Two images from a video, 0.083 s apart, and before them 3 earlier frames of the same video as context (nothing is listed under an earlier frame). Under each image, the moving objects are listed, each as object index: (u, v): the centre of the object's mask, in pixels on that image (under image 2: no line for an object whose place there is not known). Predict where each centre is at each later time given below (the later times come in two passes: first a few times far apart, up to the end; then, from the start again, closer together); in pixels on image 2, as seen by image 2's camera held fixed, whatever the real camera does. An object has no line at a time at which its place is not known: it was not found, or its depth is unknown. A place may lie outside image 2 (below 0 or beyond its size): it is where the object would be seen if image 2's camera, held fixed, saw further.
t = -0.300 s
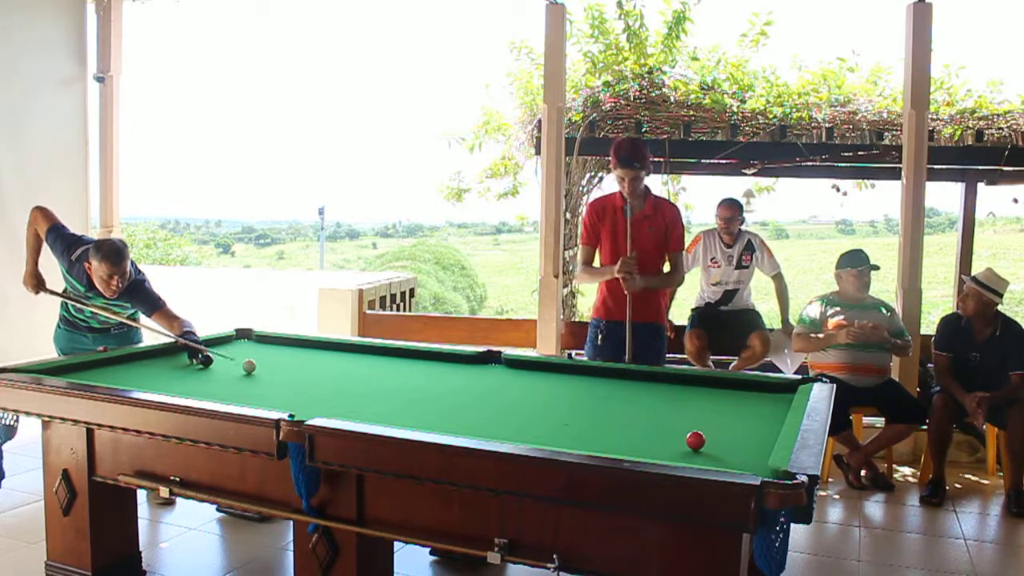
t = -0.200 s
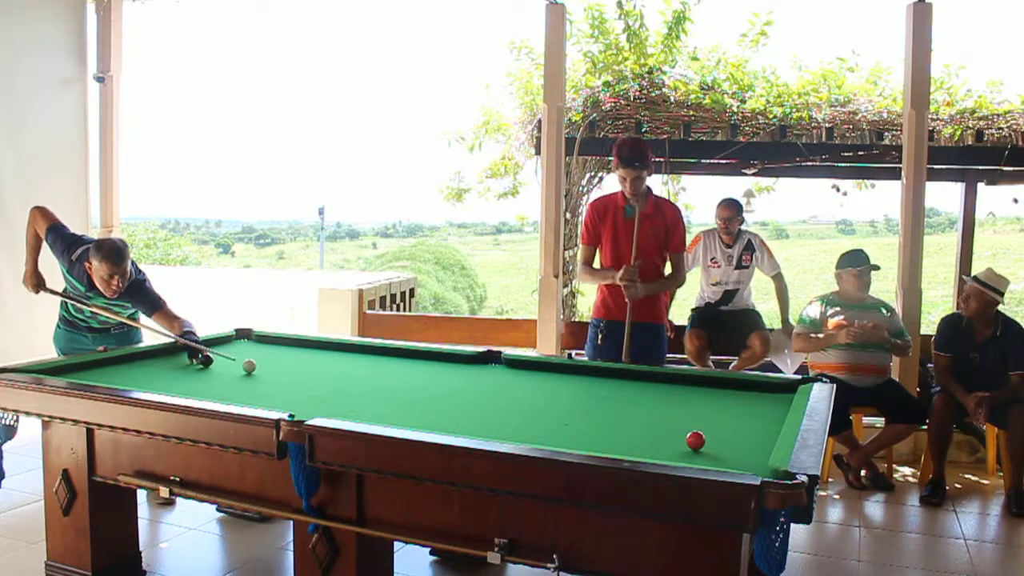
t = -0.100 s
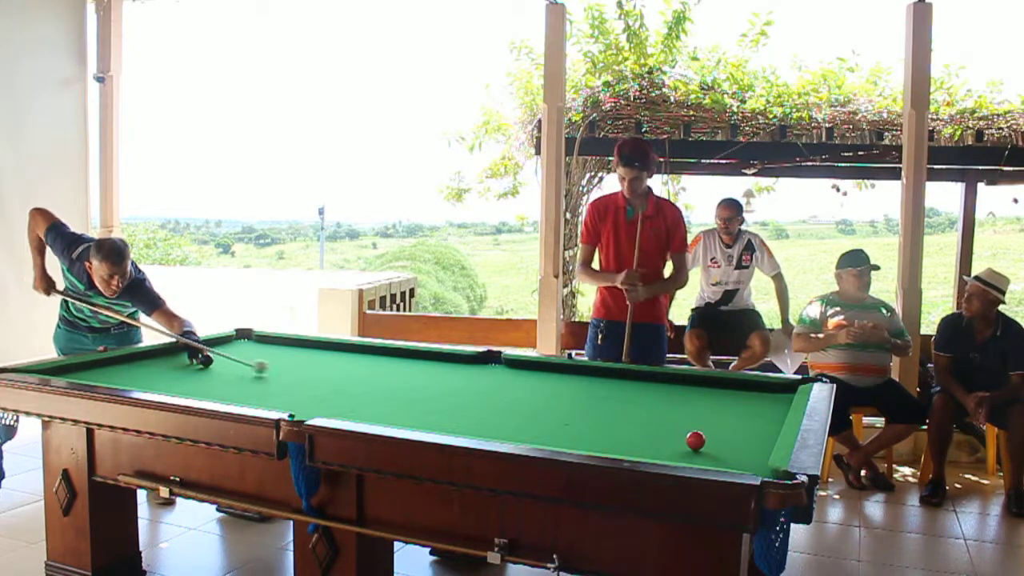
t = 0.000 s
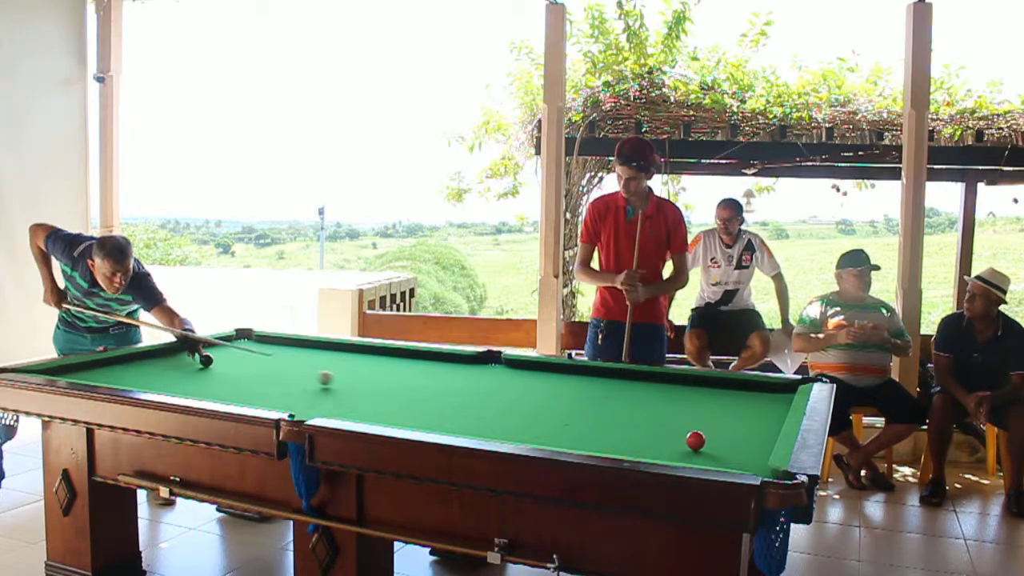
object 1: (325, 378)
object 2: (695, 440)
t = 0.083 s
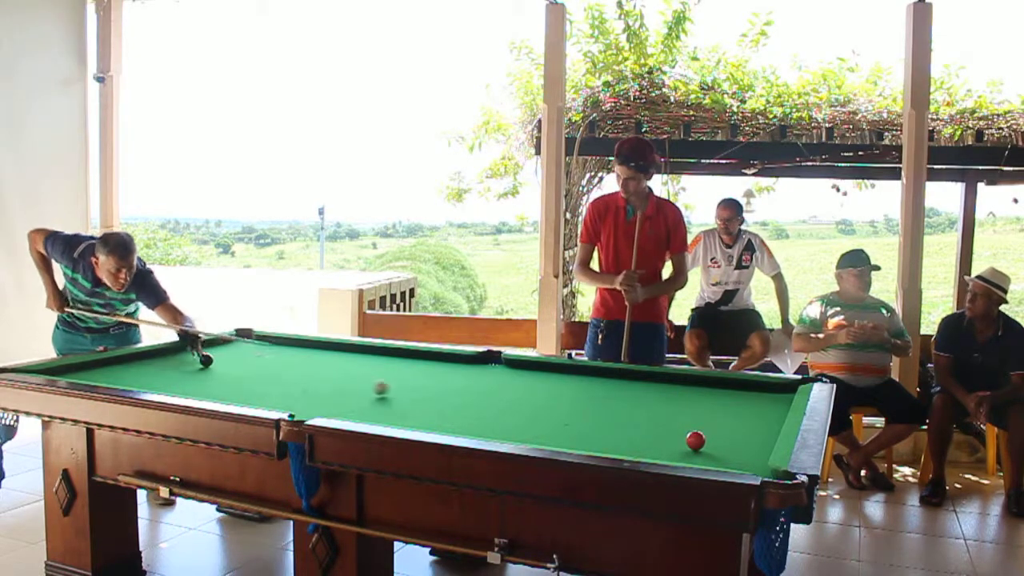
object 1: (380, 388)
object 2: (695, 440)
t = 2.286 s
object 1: (438, 356)
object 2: (661, 438)
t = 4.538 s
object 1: (187, 346)
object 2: (643, 431)
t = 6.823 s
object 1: (220, 352)
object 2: (643, 431)
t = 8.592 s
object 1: (220, 352)
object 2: (643, 431)
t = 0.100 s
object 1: (393, 390)
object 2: (695, 440)
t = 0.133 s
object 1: (416, 393)
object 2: (695, 440)
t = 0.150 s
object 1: (427, 395)
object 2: (695, 440)
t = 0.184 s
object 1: (451, 399)
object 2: (695, 440)
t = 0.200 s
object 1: (463, 401)
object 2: (695, 440)
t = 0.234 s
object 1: (485, 405)
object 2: (695, 440)
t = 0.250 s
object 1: (496, 406)
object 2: (695, 440)
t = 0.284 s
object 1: (520, 410)
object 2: (695, 440)
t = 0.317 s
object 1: (545, 414)
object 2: (695, 440)
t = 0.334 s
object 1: (557, 416)
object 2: (695, 440)
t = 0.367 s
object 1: (583, 420)
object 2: (695, 440)
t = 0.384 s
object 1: (597, 422)
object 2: (695, 440)
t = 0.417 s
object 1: (624, 426)
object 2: (695, 440)
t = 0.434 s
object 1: (637, 428)
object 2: (695, 440)
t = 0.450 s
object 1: (650, 430)
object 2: (695, 440)
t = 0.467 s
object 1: (666, 432)
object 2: (695, 440)
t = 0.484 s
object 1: (678, 434)
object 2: (695, 440)
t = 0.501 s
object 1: (687, 432)
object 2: (698, 441)
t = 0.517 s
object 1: (697, 432)
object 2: (704, 444)
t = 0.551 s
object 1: (715, 432)
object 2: (717, 449)
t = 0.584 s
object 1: (732, 433)
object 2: (730, 454)
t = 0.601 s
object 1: (740, 434)
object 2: (735, 457)
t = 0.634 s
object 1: (759, 433)
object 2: (747, 461)
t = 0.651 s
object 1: (767, 432)
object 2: (753, 464)
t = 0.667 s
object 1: (770, 432)
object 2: (758, 466)
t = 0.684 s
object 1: (764, 430)
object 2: (756, 467)
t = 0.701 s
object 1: (757, 429)
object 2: (754, 467)
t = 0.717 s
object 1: (750, 428)
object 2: (752, 468)
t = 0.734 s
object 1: (744, 427)
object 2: (750, 468)
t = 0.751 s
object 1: (739, 425)
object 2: (750, 468)
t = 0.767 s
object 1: (733, 424)
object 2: (752, 468)
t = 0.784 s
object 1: (729, 423)
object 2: (754, 468)
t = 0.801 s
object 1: (724, 422)
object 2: (755, 468)
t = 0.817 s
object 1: (719, 421)
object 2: (757, 468)
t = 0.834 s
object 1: (714, 420)
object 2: (758, 467)
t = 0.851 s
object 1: (709, 419)
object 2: (758, 467)
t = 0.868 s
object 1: (704, 418)
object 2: (757, 467)
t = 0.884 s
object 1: (699, 417)
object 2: (755, 466)
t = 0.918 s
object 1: (690, 416)
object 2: (752, 465)
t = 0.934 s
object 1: (686, 414)
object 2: (750, 464)
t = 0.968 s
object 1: (677, 412)
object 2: (747, 464)
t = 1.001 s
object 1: (668, 409)
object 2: (743, 463)
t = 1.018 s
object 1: (664, 409)
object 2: (742, 462)
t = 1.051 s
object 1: (655, 407)
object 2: (738, 462)
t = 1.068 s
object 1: (651, 406)
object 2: (737, 461)
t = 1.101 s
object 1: (643, 404)
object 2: (734, 461)
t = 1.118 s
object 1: (639, 403)
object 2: (732, 460)
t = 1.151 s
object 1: (631, 402)
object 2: (729, 459)
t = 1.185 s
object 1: (623, 400)
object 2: (726, 459)
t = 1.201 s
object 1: (619, 399)
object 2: (725, 458)
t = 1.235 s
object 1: (611, 397)
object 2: (722, 457)
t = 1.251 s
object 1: (608, 396)
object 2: (720, 457)
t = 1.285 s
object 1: (601, 394)
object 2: (717, 456)
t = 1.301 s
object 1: (597, 394)
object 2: (716, 456)
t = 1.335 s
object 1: (590, 392)
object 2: (714, 455)
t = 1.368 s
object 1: (583, 391)
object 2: (711, 455)
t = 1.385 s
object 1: (580, 390)
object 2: (710, 454)
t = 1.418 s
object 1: (573, 388)
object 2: (707, 454)
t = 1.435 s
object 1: (570, 388)
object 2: (706, 453)
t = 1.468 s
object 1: (563, 386)
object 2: (703, 452)
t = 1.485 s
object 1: (560, 385)
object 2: (702, 452)
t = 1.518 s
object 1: (554, 384)
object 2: (700, 451)
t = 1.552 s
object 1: (547, 382)
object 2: (698, 450)
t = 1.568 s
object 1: (544, 381)
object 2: (696, 450)
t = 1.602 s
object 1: (538, 380)
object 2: (694, 449)
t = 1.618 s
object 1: (535, 379)
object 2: (693, 449)
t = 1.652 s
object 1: (529, 378)
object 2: (691, 448)
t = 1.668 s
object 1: (527, 378)
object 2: (690, 448)
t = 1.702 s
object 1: (521, 376)
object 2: (688, 447)
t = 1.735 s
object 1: (516, 375)
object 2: (686, 447)
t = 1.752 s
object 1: (513, 374)
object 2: (685, 446)
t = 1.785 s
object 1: (508, 373)
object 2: (683, 446)
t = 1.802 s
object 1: (505, 372)
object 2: (682, 446)
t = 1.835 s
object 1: (500, 371)
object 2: (680, 445)
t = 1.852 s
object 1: (497, 370)
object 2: (679, 445)
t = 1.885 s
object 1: (492, 369)
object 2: (678, 444)
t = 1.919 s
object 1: (487, 368)
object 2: (676, 444)
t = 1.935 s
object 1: (484, 367)
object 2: (675, 443)
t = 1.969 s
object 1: (480, 366)
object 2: (674, 443)
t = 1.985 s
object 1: (477, 366)
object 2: (673, 443)
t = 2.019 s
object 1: (473, 365)
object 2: (671, 442)
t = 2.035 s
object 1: (470, 364)
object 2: (670, 442)
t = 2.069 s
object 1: (466, 363)
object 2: (669, 441)
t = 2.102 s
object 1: (461, 362)
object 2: (667, 441)
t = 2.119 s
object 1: (459, 361)
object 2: (667, 441)
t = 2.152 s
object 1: (455, 360)
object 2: (665, 440)
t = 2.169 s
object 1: (453, 360)
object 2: (665, 440)
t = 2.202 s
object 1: (448, 359)
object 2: (664, 439)
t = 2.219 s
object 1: (446, 358)
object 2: (663, 439)
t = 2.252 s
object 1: (442, 357)
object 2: (662, 439)
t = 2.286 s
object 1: (438, 356)
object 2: (661, 438)
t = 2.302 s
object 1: (436, 356)
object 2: (660, 438)
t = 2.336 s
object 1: (432, 355)
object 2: (659, 438)
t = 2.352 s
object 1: (430, 355)
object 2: (658, 437)
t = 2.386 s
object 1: (426, 354)
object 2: (657, 437)
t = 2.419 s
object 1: (422, 353)
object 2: (656, 437)
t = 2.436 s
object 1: (419, 353)
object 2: (656, 436)
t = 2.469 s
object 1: (414, 353)
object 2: (655, 436)
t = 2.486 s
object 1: (412, 353)
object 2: (655, 436)
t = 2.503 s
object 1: (409, 353)
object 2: (654, 436)
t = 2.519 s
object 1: (407, 353)
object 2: (654, 435)
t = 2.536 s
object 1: (405, 352)
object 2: (654, 435)
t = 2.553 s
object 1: (402, 353)
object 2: (653, 435)
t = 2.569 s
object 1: (400, 353)
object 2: (652, 435)
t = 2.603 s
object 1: (395, 352)
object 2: (652, 435)
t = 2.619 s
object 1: (393, 352)
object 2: (651, 435)
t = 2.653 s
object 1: (388, 352)
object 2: (651, 434)
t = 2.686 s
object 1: (384, 352)
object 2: (650, 434)
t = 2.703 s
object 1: (381, 352)
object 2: (650, 434)
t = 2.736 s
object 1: (377, 352)
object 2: (649, 434)
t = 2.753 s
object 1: (375, 351)
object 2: (649, 434)
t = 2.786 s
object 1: (370, 351)
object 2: (648, 433)
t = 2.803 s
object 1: (368, 351)
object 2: (648, 433)
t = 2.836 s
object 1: (364, 351)
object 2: (647, 433)
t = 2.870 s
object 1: (359, 351)
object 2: (647, 433)
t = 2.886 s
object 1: (357, 351)
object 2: (647, 433)
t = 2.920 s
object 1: (353, 350)
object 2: (646, 433)
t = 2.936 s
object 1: (350, 350)
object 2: (646, 433)
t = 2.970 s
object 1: (346, 350)
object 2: (645, 432)
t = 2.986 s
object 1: (344, 350)
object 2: (645, 432)
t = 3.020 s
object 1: (340, 350)
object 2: (645, 432)
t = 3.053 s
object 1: (336, 350)
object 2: (644, 432)
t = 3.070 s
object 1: (334, 350)
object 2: (644, 432)
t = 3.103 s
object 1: (329, 350)
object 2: (644, 432)
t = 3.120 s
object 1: (327, 350)
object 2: (644, 432)
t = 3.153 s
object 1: (323, 350)
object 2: (644, 432)
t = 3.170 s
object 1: (321, 350)
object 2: (644, 432)
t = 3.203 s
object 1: (317, 349)
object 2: (644, 431)
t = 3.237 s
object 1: (313, 350)
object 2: (644, 431)
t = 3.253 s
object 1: (312, 349)
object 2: (644, 431)
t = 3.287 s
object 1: (307, 350)
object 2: (643, 431)
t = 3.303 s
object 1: (305, 349)
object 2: (643, 431)
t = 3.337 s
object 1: (301, 349)
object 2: (643, 431)
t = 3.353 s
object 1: (300, 349)
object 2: (643, 431)
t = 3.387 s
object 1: (296, 349)
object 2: (643, 431)
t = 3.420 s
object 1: (292, 349)
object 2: (643, 431)
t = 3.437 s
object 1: (290, 349)
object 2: (643, 431)
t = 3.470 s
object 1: (286, 349)
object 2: (643, 431)
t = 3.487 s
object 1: (284, 349)
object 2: (643, 431)
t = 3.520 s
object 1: (281, 349)
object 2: (643, 431)
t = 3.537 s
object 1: (279, 349)
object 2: (643, 431)
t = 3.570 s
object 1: (275, 349)
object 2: (643, 431)
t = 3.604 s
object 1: (272, 349)
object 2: (643, 431)
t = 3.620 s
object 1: (270, 348)
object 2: (643, 431)
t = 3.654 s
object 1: (266, 348)
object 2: (643, 431)
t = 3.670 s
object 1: (265, 348)
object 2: (643, 431)
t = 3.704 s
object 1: (261, 348)
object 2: (643, 431)
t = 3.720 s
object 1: (259, 348)
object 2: (643, 431)
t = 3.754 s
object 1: (256, 348)
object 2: (643, 431)
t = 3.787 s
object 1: (253, 348)
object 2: (643, 431)
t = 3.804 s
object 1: (251, 348)
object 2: (643, 431)
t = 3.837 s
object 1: (247, 348)
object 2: (643, 431)
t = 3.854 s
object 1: (246, 348)
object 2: (643, 431)
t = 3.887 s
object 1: (242, 348)
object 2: (643, 431)
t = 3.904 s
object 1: (240, 348)
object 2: (643, 431)
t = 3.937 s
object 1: (237, 348)
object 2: (643, 431)
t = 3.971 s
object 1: (234, 348)
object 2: (643, 431)
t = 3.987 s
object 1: (232, 347)
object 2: (643, 431)
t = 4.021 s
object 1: (229, 348)
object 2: (643, 431)
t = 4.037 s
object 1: (228, 347)
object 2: (643, 431)
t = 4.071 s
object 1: (224, 347)
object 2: (643, 431)
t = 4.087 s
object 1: (223, 347)
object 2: (643, 431)
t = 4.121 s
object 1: (221, 347)
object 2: (643, 431)
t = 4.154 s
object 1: (217, 347)
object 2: (643, 431)
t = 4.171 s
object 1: (216, 347)
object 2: (643, 431)
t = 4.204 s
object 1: (213, 347)
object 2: (643, 431)
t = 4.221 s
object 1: (211, 346)
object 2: (643, 431)
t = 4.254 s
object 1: (209, 346)
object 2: (643, 431)
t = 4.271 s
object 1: (208, 346)
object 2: (643, 431)
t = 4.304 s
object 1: (204, 345)
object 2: (643, 431)
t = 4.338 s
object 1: (202, 345)
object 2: (643, 431)
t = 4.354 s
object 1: (200, 345)
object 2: (643, 431)
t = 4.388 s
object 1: (197, 346)
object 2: (643, 431)
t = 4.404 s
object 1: (196, 346)
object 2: (643, 431)
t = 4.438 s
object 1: (193, 346)
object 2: (643, 431)
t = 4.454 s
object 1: (192, 346)
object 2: (643, 431)
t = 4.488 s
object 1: (189, 346)
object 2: (643, 431)
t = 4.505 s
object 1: (188, 346)
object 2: (643, 431)
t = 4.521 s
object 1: (187, 346)
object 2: (643, 431)
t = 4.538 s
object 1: (187, 346)
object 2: (643, 431)
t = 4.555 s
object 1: (187, 346)
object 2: (643, 431)
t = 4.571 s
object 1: (188, 345)
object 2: (643, 431)
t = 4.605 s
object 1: (189, 346)
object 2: (643, 431)
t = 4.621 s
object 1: (189, 346)
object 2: (643, 431)
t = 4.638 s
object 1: (190, 346)
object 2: (643, 431)
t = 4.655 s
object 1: (190, 346)
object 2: (643, 431)
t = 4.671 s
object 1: (191, 347)
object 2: (643, 431)
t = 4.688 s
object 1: (191, 347)
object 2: (643, 431)
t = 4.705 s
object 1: (191, 347)
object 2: (643, 431)
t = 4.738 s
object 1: (191, 347)
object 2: (643, 431)
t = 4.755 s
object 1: (192, 347)
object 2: (643, 431)
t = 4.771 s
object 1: (192, 347)
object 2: (643, 431)
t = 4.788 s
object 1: (192, 348)
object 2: (643, 431)
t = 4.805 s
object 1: (193, 347)
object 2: (643, 431)
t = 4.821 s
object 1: (193, 347)
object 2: (643, 431)
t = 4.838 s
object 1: (193, 347)
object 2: (643, 431)
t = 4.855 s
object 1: (194, 348)
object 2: (643, 431)
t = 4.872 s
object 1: (194, 348)
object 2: (643, 431)
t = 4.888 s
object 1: (194, 348)
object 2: (643, 431)
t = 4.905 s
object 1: (195, 348)
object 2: (643, 431)
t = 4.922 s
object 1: (195, 348)
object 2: (643, 431)
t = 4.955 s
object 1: (196, 348)
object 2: (643, 431)
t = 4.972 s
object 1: (196, 348)
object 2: (643, 431)
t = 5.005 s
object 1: (197, 348)
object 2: (643, 431)
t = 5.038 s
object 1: (197, 349)
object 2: (643, 431)
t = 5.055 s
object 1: (198, 349)
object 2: (643, 431)
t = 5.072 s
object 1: (198, 349)
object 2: (643, 431)
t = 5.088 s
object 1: (198, 349)
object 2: (643, 431)
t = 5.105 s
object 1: (198, 349)
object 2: (643, 431)
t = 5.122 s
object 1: (199, 349)
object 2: (643, 431)
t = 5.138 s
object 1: (199, 349)
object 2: (643, 431)
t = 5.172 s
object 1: (200, 349)
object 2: (643, 431)
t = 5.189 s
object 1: (200, 349)
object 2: (643, 431)
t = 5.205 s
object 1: (200, 349)
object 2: (643, 431)
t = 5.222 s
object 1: (201, 349)
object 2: (643, 431)
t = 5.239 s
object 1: (201, 348)
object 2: (643, 431)
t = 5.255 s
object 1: (202, 349)
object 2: (643, 431)
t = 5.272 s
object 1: (202, 349)
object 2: (643, 431)
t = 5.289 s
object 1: (202, 349)
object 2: (643, 431)
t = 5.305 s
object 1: (202, 349)
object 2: (643, 431)
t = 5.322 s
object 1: (203, 349)
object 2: (643, 431)
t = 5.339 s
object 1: (203, 349)
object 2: (643, 431)
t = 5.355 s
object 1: (203, 349)
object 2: (643, 431)
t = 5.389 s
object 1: (204, 349)
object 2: (643, 431)
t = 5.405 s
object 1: (204, 349)
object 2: (643, 431)
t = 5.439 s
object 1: (204, 349)
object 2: (643, 431)
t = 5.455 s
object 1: (204, 349)
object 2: (643, 431)
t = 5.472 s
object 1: (204, 349)
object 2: (643, 431)
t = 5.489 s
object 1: (205, 349)
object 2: (643, 431)
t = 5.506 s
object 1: (206, 349)
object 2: (643, 431)
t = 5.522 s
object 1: (206, 349)
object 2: (643, 431)
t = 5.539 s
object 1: (206, 349)
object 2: (643, 431)
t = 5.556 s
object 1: (206, 349)
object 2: (643, 431)
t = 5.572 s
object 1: (206, 349)
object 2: (643, 431)
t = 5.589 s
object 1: (208, 349)
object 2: (643, 431)
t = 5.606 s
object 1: (208, 349)
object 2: (643, 431)
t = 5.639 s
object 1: (208, 349)
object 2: (643, 431)
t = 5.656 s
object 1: (209, 349)
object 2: (643, 431)
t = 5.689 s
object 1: (209, 349)
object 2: (643, 431)
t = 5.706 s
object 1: (210, 349)
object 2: (643, 431)
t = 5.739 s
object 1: (210, 350)
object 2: (643, 431)
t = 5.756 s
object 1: (210, 350)
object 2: (643, 431)
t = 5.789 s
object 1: (210, 350)
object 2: (643, 431)
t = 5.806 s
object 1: (210, 350)
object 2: (643, 431)
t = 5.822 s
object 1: (210, 350)
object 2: (643, 431)
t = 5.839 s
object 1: (211, 350)
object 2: (643, 431)
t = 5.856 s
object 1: (212, 350)
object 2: (643, 431)
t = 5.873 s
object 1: (212, 350)
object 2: (643, 431)
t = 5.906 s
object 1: (213, 350)
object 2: (643, 431)
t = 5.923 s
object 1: (213, 351)
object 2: (643, 431)
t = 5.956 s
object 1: (214, 351)
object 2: (643, 431)
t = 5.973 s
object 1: (214, 351)
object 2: (643, 431)
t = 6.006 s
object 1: (214, 351)
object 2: (643, 431)
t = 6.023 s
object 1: (214, 351)
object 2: (643, 431)
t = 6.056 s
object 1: (214, 351)
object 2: (643, 431)
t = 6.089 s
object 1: (215, 351)
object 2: (643, 431)
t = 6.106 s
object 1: (215, 351)
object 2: (643, 431)
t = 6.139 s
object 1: (216, 352)
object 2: (643, 431)
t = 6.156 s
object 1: (216, 352)
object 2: (643, 431)
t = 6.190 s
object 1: (217, 352)
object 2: (643, 431)
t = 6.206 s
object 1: (217, 352)
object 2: (643, 431)
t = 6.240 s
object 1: (217, 352)
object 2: (643, 431)
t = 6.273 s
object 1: (218, 352)
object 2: (643, 431)
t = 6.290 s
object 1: (218, 352)
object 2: (643, 431)
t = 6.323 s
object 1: (218, 352)
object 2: (643, 431)
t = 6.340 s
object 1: (218, 352)
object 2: (643, 431)
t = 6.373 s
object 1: (218, 352)
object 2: (643, 431)
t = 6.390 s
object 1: (219, 352)
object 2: (643, 431)
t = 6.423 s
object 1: (219, 352)
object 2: (643, 431)
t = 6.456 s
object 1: (219, 352)
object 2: (643, 431)
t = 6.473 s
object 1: (219, 352)
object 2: (643, 431)
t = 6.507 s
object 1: (219, 352)
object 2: (643, 431)
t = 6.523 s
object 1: (219, 352)
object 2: (643, 431)
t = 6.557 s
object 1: (219, 352)
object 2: (643, 431)
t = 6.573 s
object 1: (219, 352)
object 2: (643, 431)
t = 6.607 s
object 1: (219, 352)
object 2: (643, 431)
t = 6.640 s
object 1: (220, 352)
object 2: (643, 431)
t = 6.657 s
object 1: (220, 352)
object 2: (643, 431)
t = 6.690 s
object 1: (220, 352)
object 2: (643, 431)
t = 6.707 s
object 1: (220, 352)
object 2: (643, 431)
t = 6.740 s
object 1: (220, 352)
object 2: (643, 431)
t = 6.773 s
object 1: (220, 352)
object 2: (643, 431)
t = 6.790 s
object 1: (220, 352)
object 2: (643, 431)
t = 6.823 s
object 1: (220, 352)
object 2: (643, 431)
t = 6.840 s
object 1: (220, 352)
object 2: (643, 431)
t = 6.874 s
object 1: (220, 352)
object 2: (643, 431)
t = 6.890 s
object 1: (220, 352)
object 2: (643, 431)
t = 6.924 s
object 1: (220, 352)
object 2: (643, 431)
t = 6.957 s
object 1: (220, 352)
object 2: (643, 431)
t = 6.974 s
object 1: (220, 352)
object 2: (643, 431)
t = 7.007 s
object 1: (220, 352)
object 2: (643, 431)
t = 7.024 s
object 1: (220, 352)
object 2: (643, 431)
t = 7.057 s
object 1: (220, 352)
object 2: (643, 431)
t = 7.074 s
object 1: (220, 352)
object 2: (643, 431)
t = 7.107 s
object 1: (220, 352)
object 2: (643, 431)
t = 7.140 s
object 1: (220, 352)
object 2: (643, 431)
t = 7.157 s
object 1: (220, 352)
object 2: (643, 431)
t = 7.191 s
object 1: (220, 352)
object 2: (643, 431)
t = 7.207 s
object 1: (220, 352)
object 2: (643, 431)
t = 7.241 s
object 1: (220, 352)
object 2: (643, 431)
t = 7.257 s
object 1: (220, 352)
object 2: (643, 431)
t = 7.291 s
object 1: (220, 352)
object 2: (643, 431)
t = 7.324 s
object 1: (220, 352)
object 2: (643, 431)
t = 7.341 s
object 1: (220, 352)
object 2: (643, 431)
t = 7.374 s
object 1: (220, 352)
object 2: (643, 431)
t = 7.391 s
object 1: (220, 352)
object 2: (643, 431)
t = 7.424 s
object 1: (220, 352)
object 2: (643, 431)
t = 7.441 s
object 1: (220, 352)
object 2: (643, 431)
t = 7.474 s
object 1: (220, 352)
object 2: (643, 431)
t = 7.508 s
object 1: (220, 352)
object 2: (643, 431)
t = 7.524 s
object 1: (220, 352)
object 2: (643, 431)
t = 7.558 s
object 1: (220, 352)
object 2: (643, 431)
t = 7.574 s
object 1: (220, 352)
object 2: (643, 431)
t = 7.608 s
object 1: (220, 352)
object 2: (643, 431)
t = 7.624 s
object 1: (220, 352)
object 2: (643, 431)
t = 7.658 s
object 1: (220, 352)
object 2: (643, 431)
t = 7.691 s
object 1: (220, 352)
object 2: (643, 431)
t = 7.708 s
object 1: (220, 352)
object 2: (643, 431)
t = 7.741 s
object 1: (220, 352)
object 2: (643, 431)
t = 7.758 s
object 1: (220, 352)
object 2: (643, 431)
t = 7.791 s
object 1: (220, 352)
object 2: (643, 431)
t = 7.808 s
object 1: (220, 352)
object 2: (643, 431)
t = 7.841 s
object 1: (220, 352)
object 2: (643, 431)
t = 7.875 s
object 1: (220, 352)
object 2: (643, 431)
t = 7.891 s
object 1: (220, 352)
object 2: (643, 431)
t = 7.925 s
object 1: (220, 352)
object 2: (643, 431)
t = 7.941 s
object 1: (220, 352)
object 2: (643, 431)
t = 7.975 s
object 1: (220, 352)
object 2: (643, 431)
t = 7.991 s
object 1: (220, 352)
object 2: (643, 431)
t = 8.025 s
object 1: (220, 352)
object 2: (643, 431)
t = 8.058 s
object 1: (220, 352)
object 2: (643, 431)
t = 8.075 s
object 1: (220, 352)
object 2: (643, 431)
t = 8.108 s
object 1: (220, 352)
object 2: (643, 431)
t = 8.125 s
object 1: (220, 352)
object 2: (643, 431)
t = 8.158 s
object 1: (220, 352)
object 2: (643, 431)
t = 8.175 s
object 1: (220, 352)
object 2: (643, 431)
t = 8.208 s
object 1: (220, 352)
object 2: (643, 431)
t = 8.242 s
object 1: (220, 352)
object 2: (643, 431)
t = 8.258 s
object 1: (220, 352)
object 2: (643, 431)
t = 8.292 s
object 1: (220, 352)
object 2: (643, 431)
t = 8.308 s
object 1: (220, 352)
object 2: (643, 431)
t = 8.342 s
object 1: (220, 352)
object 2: (643, 431)
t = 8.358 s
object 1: (220, 352)
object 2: (643, 431)
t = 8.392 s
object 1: (220, 352)
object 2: (643, 431)
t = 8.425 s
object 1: (220, 352)
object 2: (643, 431)
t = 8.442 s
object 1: (220, 352)
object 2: (643, 431)
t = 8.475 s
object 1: (220, 352)
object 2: (643, 431)
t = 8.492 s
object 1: (220, 352)
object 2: (643, 431)
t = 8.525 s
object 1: (220, 352)
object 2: (643, 431)
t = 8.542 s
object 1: (220, 352)
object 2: (643, 431)
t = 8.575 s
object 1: (220, 352)
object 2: (643, 431)
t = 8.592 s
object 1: (220, 352)
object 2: (643, 431)
